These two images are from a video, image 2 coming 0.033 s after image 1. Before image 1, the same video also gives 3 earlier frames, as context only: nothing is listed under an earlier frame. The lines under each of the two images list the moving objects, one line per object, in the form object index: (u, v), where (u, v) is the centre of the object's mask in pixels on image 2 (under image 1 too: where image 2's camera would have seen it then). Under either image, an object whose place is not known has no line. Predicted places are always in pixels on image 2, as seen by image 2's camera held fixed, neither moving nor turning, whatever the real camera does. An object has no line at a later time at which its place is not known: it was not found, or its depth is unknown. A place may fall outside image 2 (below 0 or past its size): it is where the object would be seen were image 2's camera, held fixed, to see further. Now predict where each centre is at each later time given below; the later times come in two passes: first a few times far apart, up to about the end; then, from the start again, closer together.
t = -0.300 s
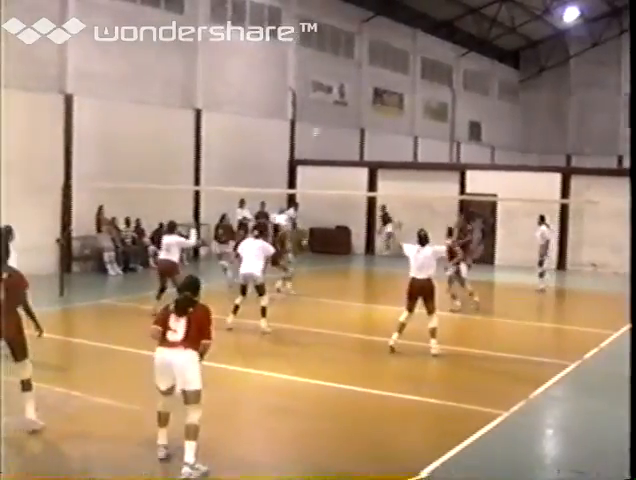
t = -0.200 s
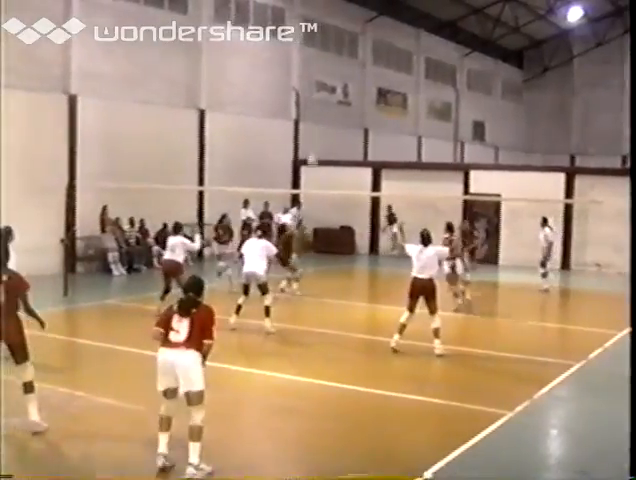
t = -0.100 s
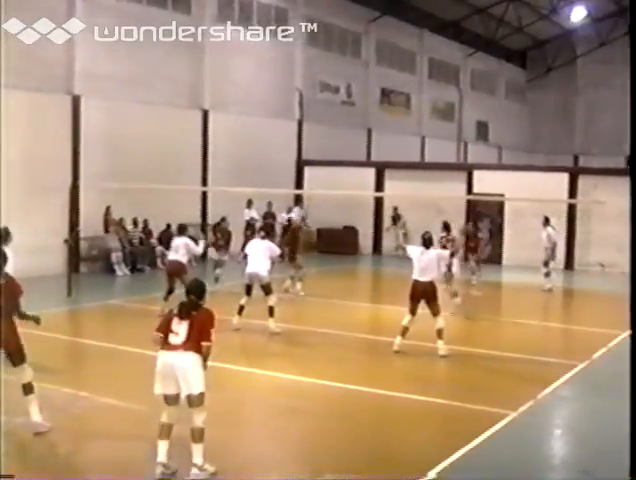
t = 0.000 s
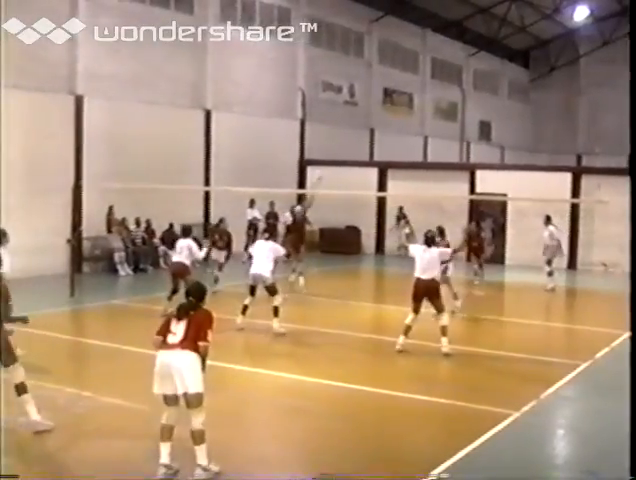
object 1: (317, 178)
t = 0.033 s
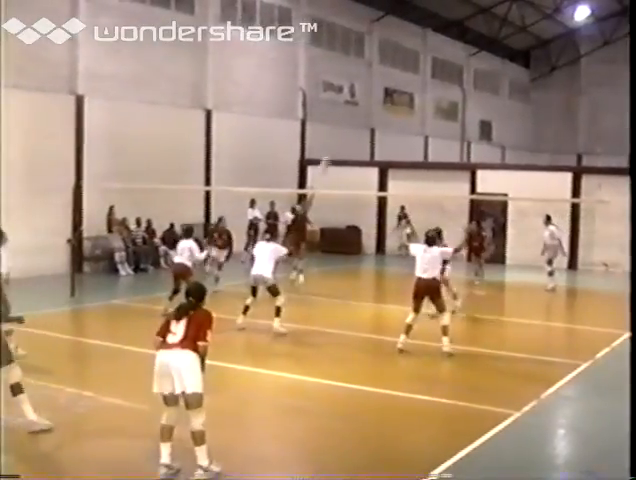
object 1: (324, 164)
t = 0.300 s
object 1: (375, 77)
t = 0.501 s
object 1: (415, 39)
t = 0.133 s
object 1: (341, 127)
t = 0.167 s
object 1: (348, 117)
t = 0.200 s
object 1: (355, 107)
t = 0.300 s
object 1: (375, 77)
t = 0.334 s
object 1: (381, 69)
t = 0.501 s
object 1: (415, 39)
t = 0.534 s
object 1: (422, 33)
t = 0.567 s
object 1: (429, 29)
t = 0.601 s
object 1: (433, 29)
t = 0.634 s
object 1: (439, 26)
